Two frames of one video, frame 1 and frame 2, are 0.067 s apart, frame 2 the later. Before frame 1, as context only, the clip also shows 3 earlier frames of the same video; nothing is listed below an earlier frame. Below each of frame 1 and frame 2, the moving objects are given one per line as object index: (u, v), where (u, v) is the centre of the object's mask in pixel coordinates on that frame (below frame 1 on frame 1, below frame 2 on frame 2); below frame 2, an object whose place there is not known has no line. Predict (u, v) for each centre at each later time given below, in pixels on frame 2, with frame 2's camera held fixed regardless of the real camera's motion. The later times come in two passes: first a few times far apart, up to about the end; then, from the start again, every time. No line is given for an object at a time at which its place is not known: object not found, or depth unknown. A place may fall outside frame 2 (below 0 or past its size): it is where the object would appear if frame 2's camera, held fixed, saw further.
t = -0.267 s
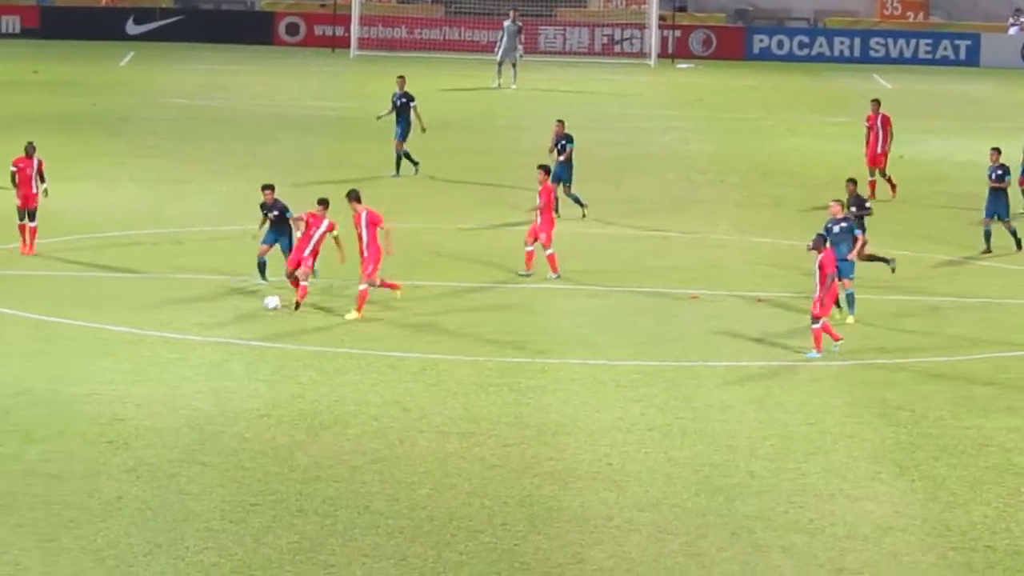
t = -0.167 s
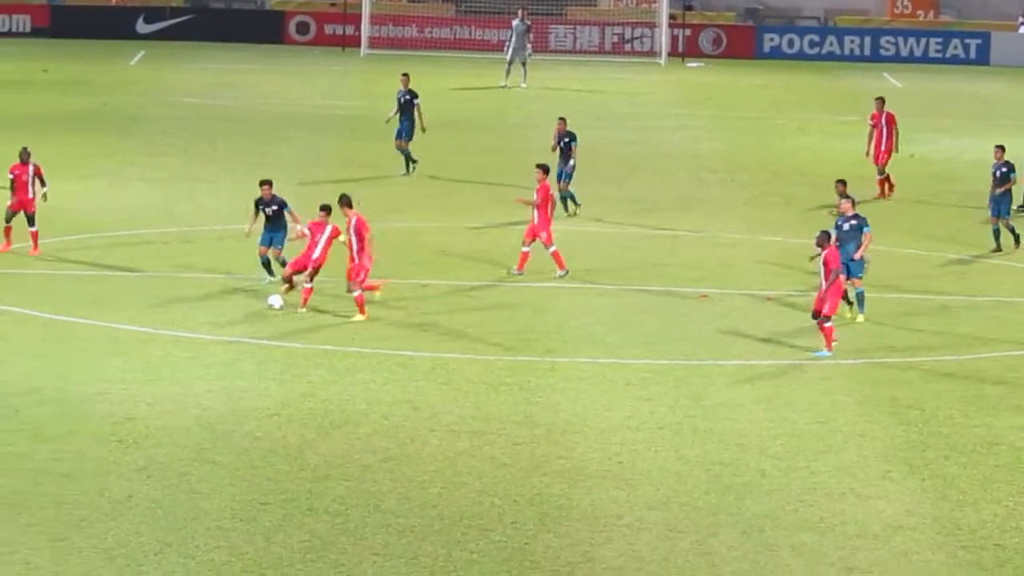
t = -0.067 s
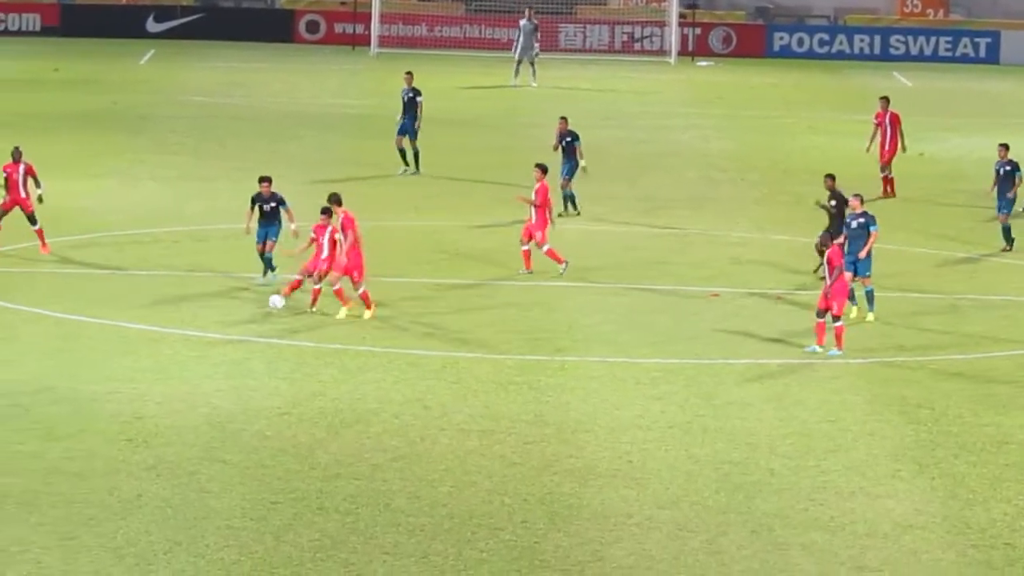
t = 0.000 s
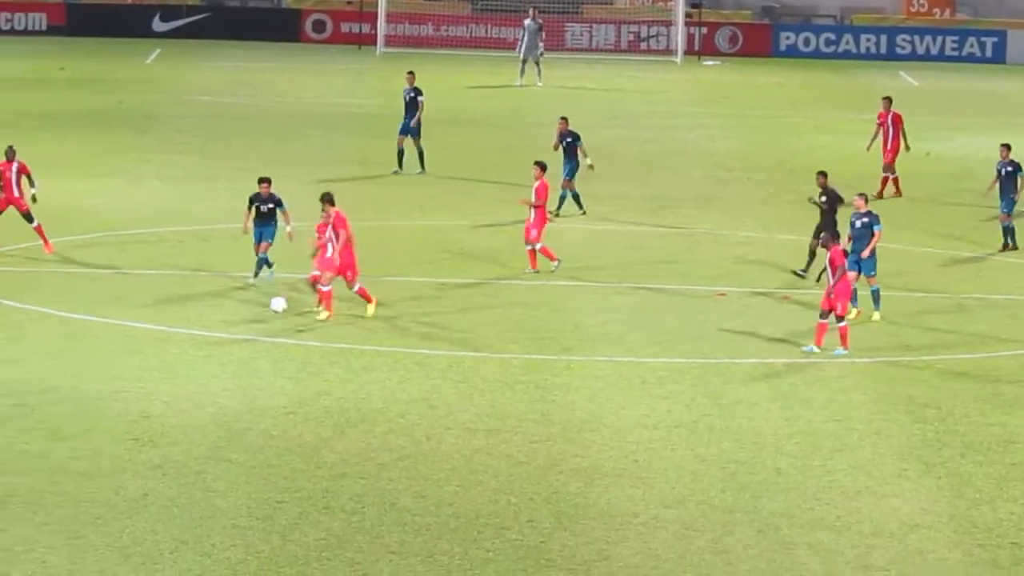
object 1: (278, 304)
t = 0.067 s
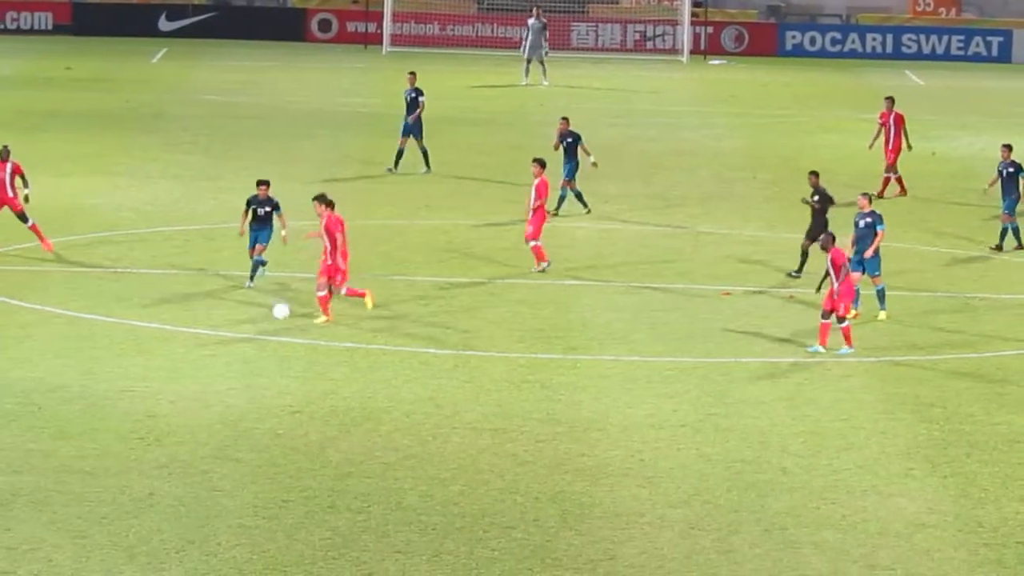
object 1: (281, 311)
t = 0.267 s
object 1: (278, 361)
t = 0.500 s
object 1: (289, 395)
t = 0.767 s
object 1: (314, 444)
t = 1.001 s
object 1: (343, 486)
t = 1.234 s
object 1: (369, 518)
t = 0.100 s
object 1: (279, 317)
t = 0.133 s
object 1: (279, 323)
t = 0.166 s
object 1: (278, 331)
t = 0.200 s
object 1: (278, 340)
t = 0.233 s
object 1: (278, 350)
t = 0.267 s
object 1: (278, 361)
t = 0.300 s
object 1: (279, 367)
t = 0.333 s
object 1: (280, 369)
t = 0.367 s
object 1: (281, 372)
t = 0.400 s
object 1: (283, 376)
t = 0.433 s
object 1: (285, 382)
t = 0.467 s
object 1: (287, 388)
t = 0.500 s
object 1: (289, 395)
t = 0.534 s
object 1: (291, 404)
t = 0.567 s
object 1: (293, 414)
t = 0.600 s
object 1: (296, 417)
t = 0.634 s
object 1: (299, 420)
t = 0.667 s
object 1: (302, 424)
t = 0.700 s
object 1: (306, 429)
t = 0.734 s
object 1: (310, 436)
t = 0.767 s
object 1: (314, 444)
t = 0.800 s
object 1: (317, 453)
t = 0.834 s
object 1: (322, 457)
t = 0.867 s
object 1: (326, 461)
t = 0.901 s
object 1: (330, 465)
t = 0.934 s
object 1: (334, 470)
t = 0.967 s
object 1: (339, 477)
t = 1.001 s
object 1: (343, 486)
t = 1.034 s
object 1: (346, 491)
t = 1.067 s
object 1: (351, 495)
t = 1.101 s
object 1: (355, 499)
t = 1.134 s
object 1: (358, 504)
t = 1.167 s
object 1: (362, 510)
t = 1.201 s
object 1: (365, 514)
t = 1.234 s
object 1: (369, 518)
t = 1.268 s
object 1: (372, 524)
